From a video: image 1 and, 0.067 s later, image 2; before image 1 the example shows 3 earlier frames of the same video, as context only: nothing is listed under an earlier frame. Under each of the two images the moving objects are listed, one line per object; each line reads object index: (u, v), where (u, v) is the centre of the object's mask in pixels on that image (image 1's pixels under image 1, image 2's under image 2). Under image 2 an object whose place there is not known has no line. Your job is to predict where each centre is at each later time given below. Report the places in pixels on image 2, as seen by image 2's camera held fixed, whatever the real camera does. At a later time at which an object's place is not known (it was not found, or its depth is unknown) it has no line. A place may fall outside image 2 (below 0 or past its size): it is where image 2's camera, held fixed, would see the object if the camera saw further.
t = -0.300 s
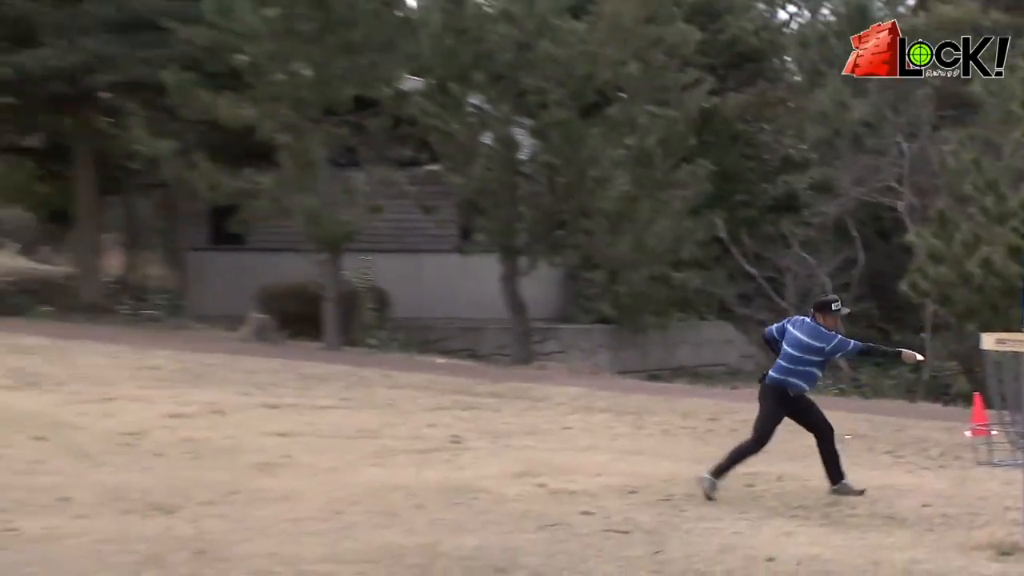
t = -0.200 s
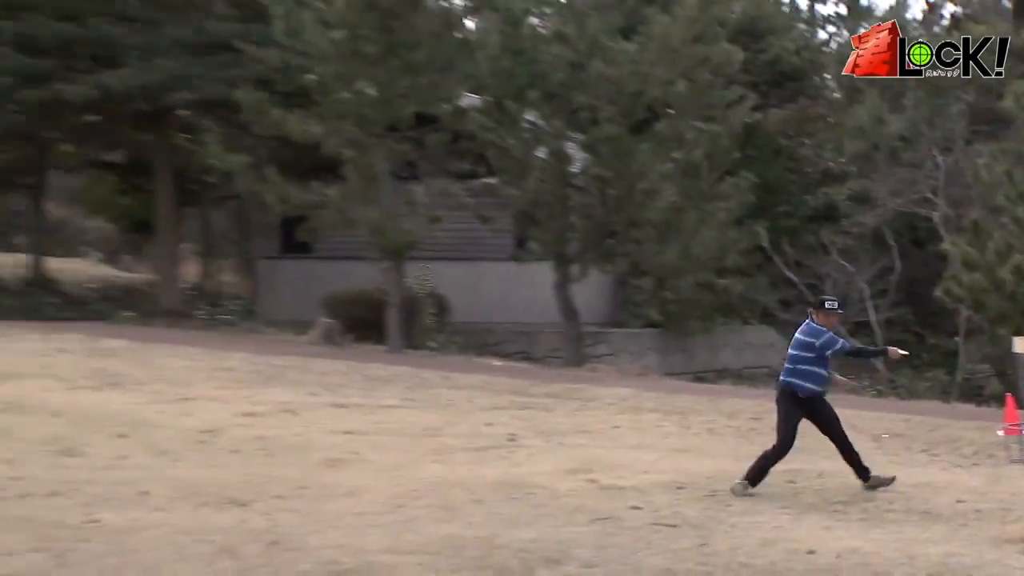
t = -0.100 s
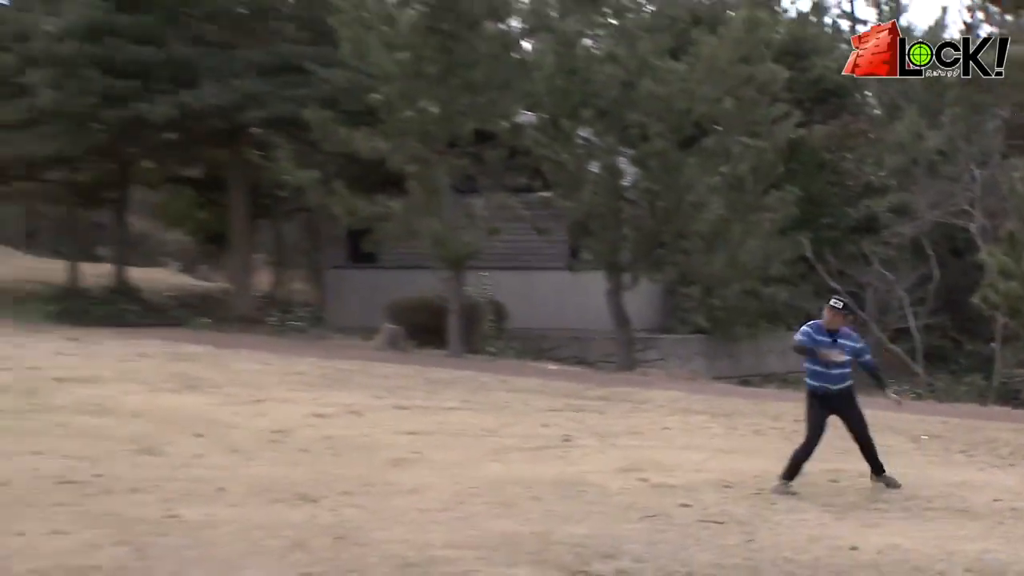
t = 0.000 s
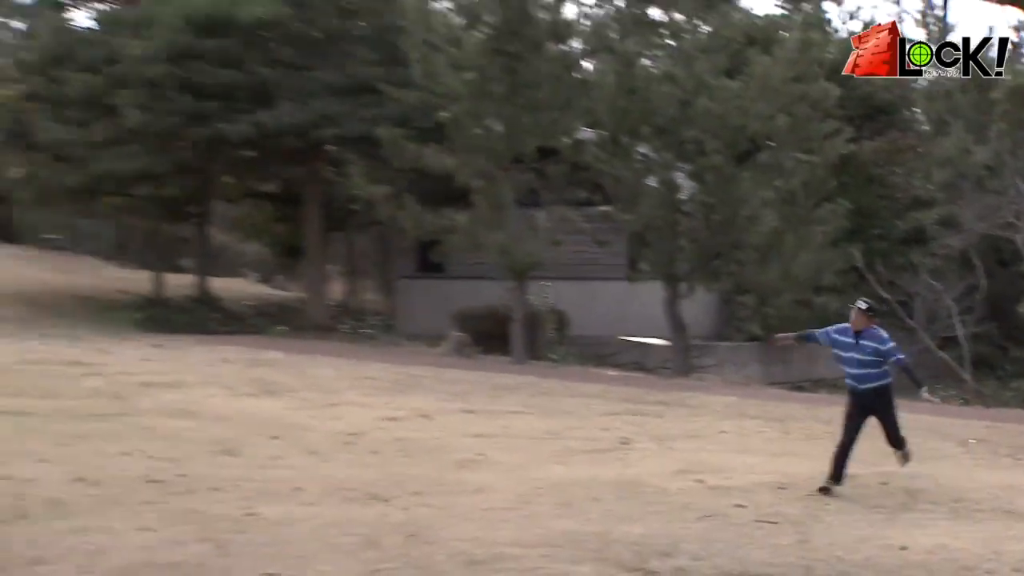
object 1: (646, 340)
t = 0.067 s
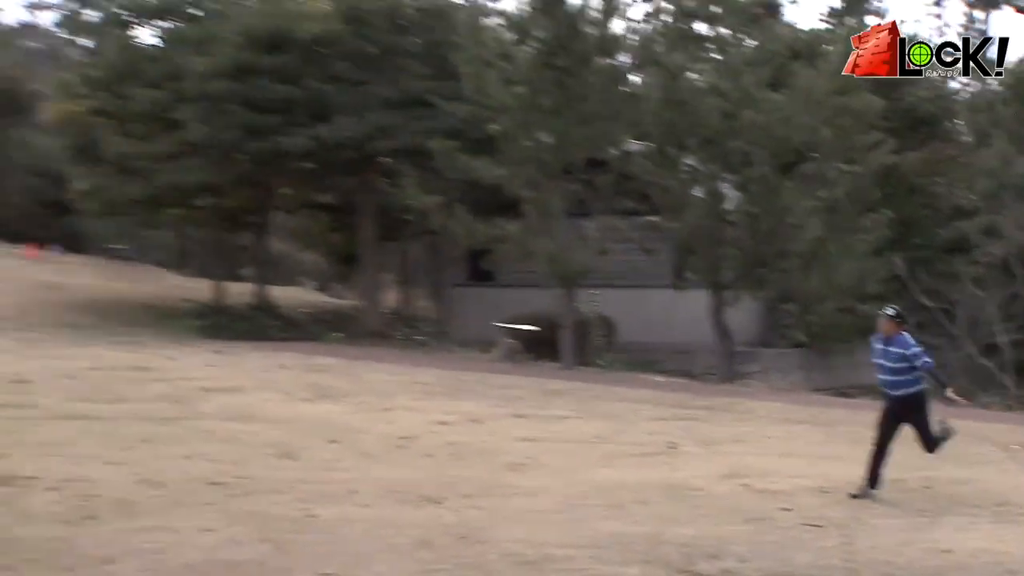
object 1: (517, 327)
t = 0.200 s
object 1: (170, 287)
